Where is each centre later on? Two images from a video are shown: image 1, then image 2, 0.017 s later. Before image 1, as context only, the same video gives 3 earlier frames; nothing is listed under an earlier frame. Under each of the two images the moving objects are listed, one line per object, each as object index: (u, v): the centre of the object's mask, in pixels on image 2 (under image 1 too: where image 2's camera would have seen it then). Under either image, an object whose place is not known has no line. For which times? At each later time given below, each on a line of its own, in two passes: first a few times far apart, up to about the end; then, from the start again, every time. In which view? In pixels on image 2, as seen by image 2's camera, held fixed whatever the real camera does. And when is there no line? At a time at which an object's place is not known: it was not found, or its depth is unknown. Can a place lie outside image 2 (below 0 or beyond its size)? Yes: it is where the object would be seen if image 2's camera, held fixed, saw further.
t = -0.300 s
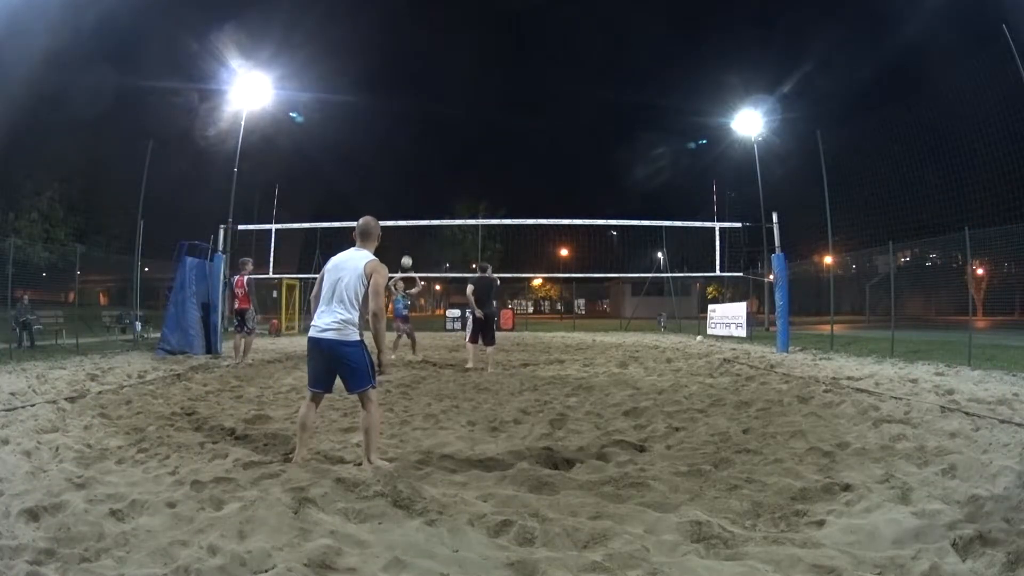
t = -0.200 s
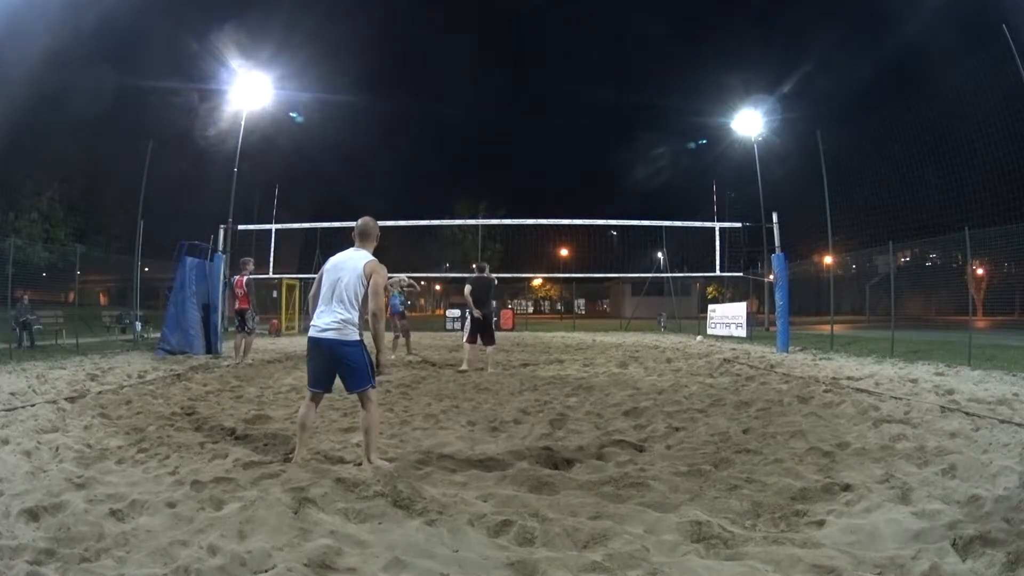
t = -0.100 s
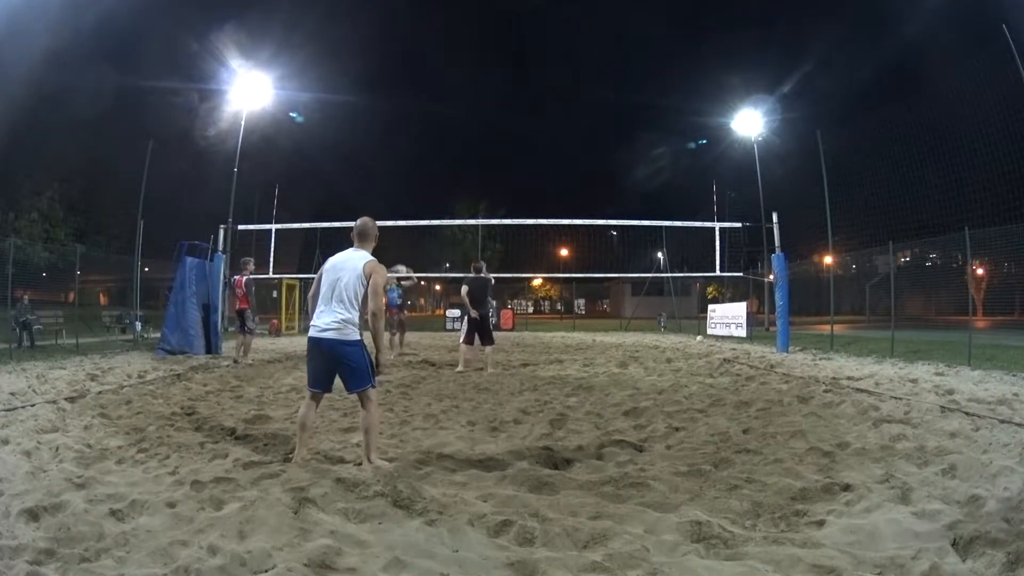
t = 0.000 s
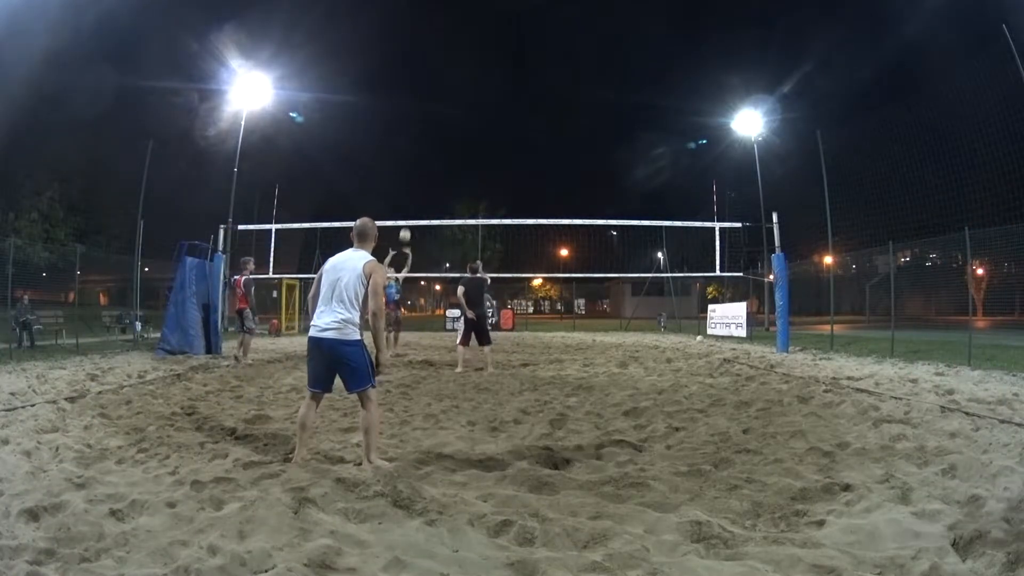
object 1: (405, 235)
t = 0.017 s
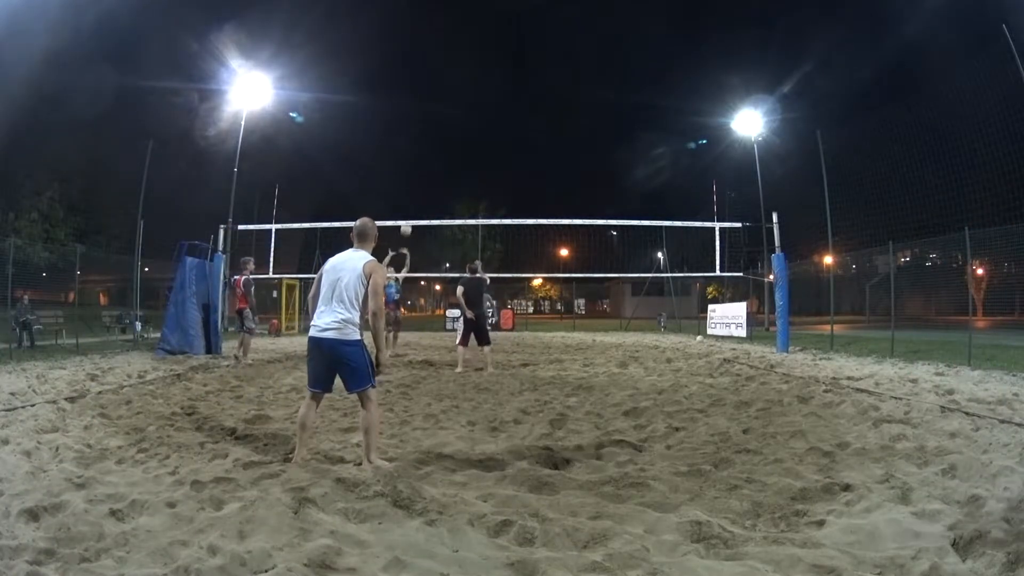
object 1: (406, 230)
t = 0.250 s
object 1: (418, 165)
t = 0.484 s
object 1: (430, 128)
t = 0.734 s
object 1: (441, 116)
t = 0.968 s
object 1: (450, 129)
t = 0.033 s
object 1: (407, 224)
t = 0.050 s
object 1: (408, 216)
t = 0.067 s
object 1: (409, 212)
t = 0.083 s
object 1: (410, 207)
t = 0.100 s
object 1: (411, 203)
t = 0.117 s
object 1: (411, 198)
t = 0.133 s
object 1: (412, 193)
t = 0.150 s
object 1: (413, 189)
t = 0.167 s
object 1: (414, 184)
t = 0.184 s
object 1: (415, 180)
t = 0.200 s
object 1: (416, 176)
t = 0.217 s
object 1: (417, 172)
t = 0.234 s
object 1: (418, 169)
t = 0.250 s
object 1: (418, 165)
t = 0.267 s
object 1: (419, 161)
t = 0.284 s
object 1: (420, 158)
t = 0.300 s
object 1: (421, 155)
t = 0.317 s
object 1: (422, 152)
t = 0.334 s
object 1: (423, 149)
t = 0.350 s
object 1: (424, 146)
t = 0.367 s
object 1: (424, 143)
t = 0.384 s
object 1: (425, 141)
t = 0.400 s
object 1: (426, 138)
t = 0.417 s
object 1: (427, 136)
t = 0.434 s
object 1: (428, 134)
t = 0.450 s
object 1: (428, 132)
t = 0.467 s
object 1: (429, 130)
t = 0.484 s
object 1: (430, 128)
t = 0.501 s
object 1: (431, 127)
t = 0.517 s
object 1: (432, 125)
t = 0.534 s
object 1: (432, 124)
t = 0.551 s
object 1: (433, 122)
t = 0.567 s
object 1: (434, 121)
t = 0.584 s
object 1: (434, 120)
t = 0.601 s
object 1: (435, 119)
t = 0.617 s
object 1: (436, 118)
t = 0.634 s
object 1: (437, 118)
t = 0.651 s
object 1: (437, 117)
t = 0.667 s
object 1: (438, 117)
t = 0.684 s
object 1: (439, 116)
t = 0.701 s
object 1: (440, 116)
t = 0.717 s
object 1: (440, 116)
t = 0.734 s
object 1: (441, 116)
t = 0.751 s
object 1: (442, 116)
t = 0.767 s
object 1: (442, 116)
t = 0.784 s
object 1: (443, 117)
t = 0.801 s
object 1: (444, 117)
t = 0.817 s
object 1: (444, 118)
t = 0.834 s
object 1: (445, 119)
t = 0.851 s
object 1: (446, 119)
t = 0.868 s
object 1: (446, 120)
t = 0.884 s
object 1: (447, 121)
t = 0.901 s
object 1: (448, 123)
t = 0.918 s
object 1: (448, 124)
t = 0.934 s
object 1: (449, 125)
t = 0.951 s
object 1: (449, 127)
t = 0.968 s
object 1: (450, 129)
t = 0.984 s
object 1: (451, 131)
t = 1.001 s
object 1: (451, 132)
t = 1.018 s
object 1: (452, 135)
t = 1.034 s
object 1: (453, 137)
